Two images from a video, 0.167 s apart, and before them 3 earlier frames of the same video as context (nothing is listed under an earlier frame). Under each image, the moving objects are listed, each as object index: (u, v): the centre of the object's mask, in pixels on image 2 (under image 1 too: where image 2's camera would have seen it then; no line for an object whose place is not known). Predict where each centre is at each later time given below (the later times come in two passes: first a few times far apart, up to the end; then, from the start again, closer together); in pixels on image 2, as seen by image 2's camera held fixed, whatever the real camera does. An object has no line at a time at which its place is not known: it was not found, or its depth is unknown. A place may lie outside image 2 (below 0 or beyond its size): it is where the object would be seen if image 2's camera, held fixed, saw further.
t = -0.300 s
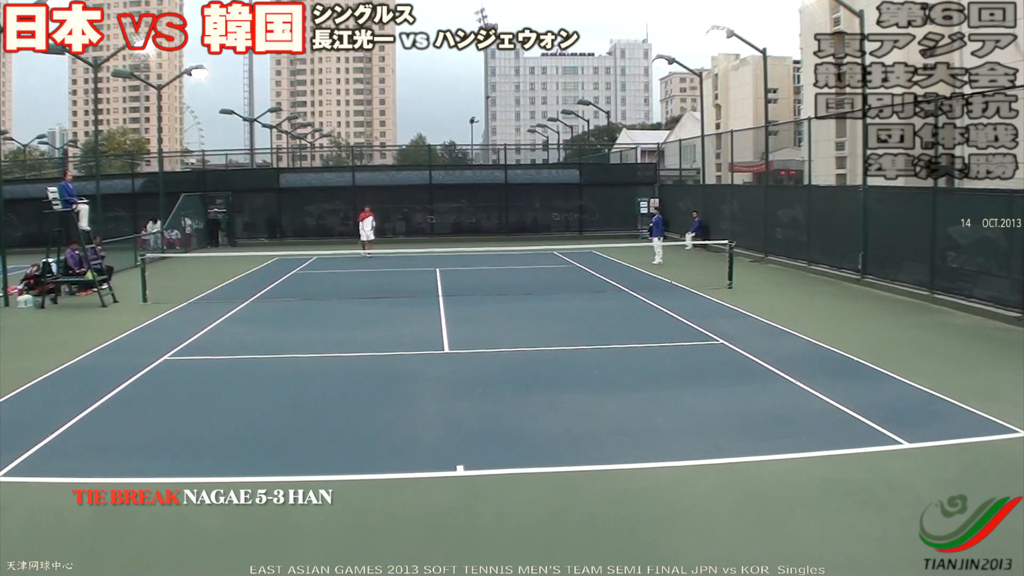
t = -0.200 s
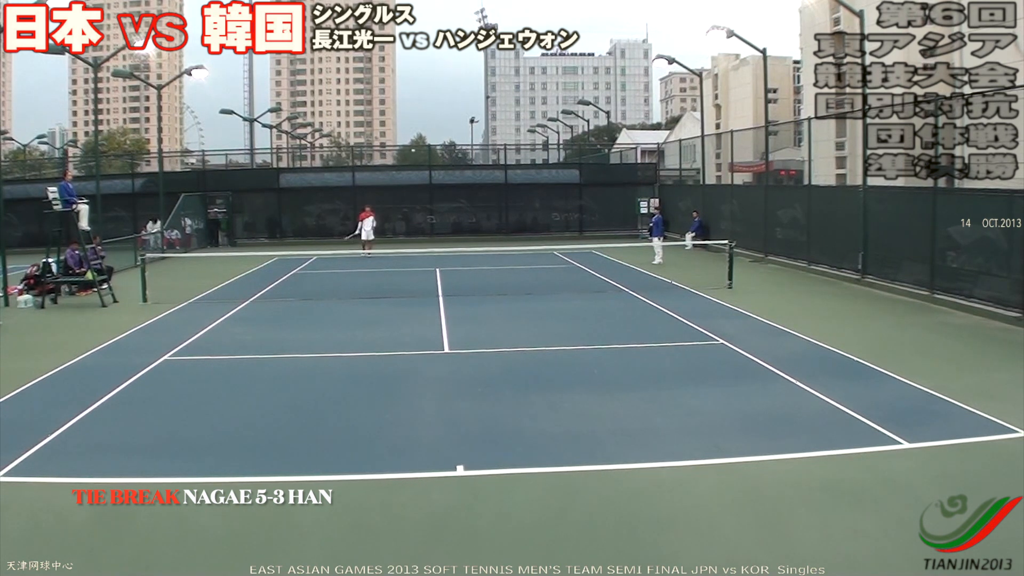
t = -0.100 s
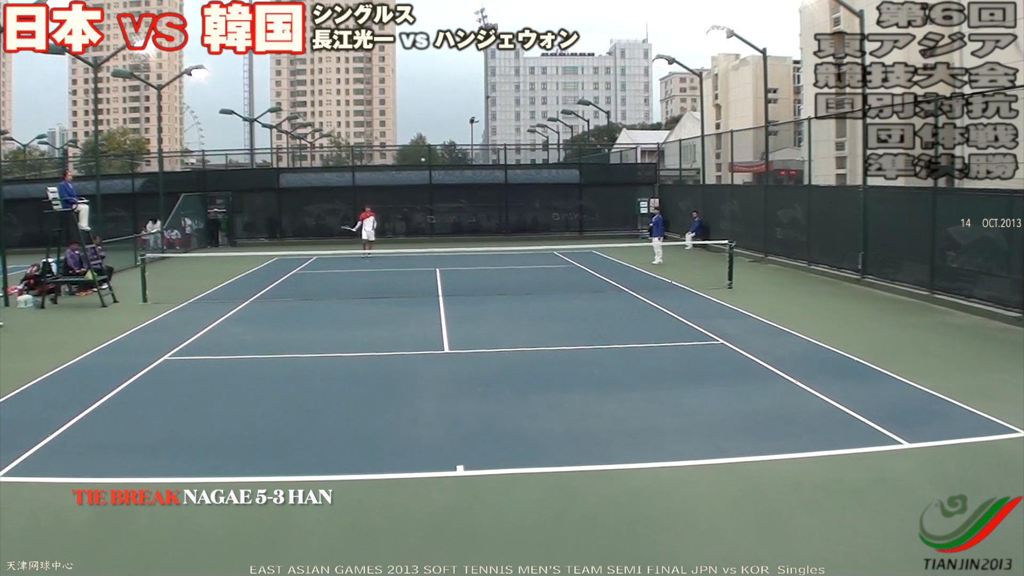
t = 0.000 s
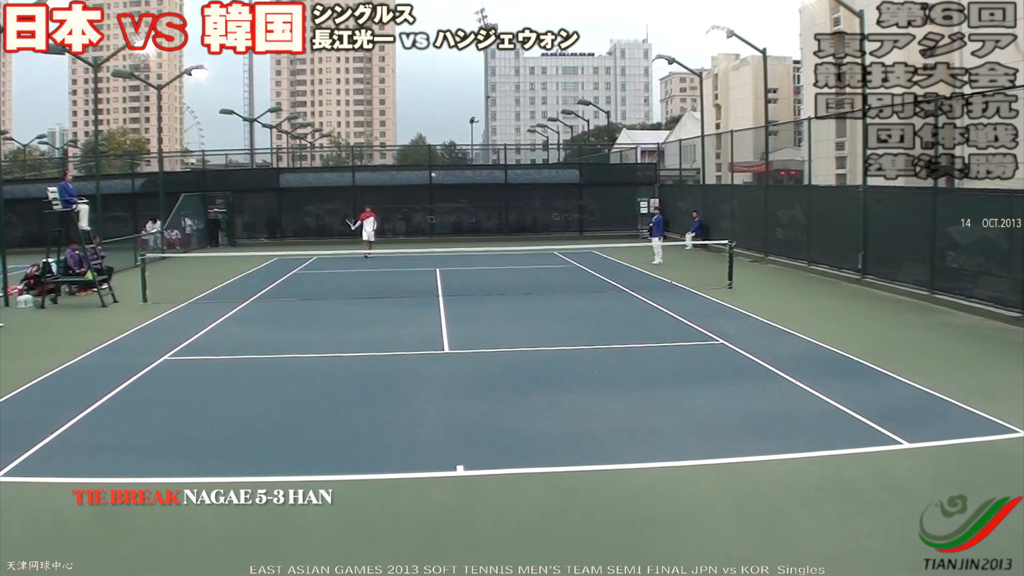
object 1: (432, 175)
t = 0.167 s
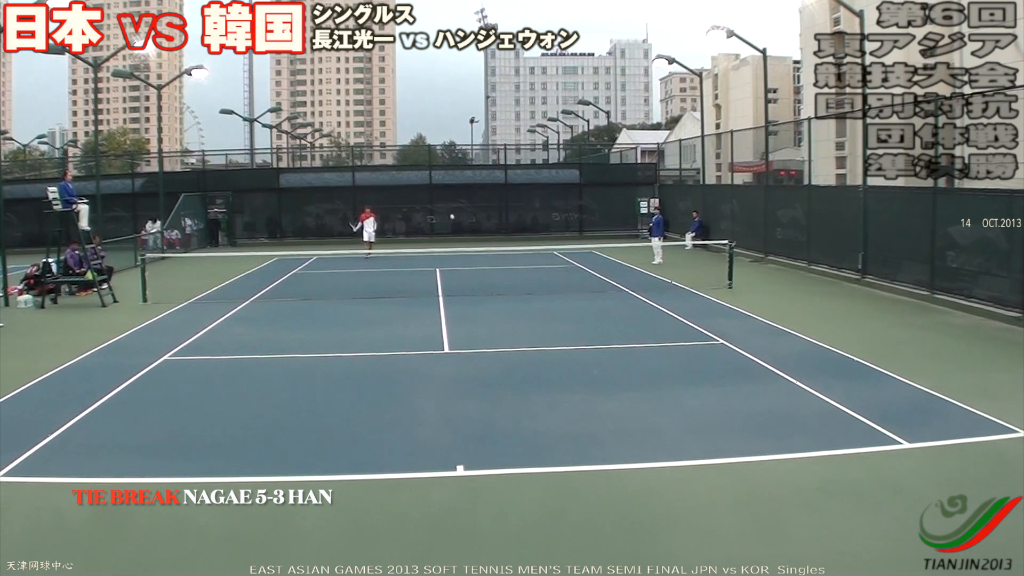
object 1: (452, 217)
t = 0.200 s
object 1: (455, 228)
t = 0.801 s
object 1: (518, 285)
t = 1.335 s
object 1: (588, 405)
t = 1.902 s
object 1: (684, 447)
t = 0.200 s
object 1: (455, 228)
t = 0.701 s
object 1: (508, 292)
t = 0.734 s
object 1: (511, 289)
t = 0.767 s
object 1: (514, 286)
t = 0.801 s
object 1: (518, 285)
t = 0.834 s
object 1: (521, 284)
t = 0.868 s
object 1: (524, 284)
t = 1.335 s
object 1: (588, 405)
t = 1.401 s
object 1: (597, 412)
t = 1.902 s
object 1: (684, 447)
